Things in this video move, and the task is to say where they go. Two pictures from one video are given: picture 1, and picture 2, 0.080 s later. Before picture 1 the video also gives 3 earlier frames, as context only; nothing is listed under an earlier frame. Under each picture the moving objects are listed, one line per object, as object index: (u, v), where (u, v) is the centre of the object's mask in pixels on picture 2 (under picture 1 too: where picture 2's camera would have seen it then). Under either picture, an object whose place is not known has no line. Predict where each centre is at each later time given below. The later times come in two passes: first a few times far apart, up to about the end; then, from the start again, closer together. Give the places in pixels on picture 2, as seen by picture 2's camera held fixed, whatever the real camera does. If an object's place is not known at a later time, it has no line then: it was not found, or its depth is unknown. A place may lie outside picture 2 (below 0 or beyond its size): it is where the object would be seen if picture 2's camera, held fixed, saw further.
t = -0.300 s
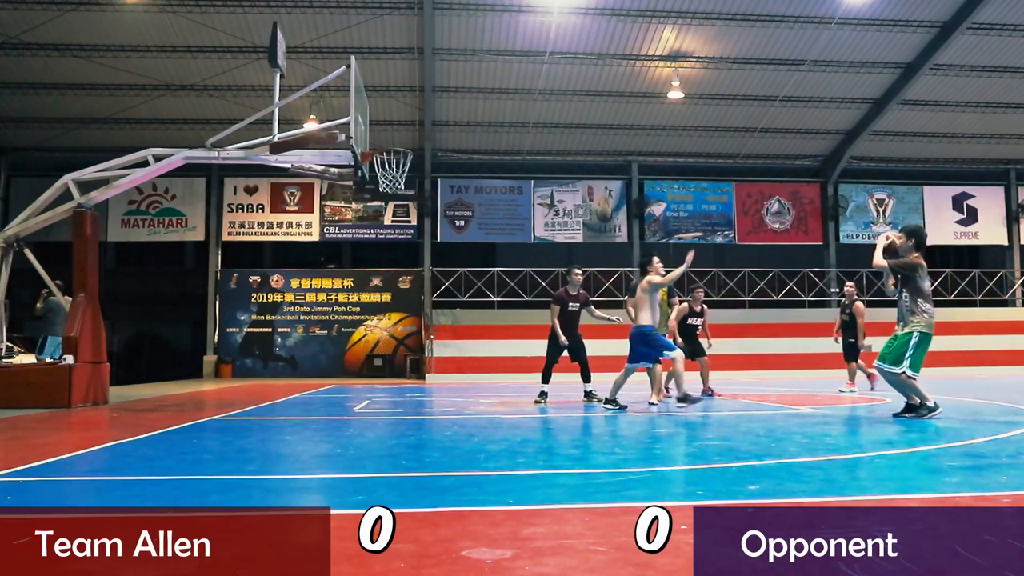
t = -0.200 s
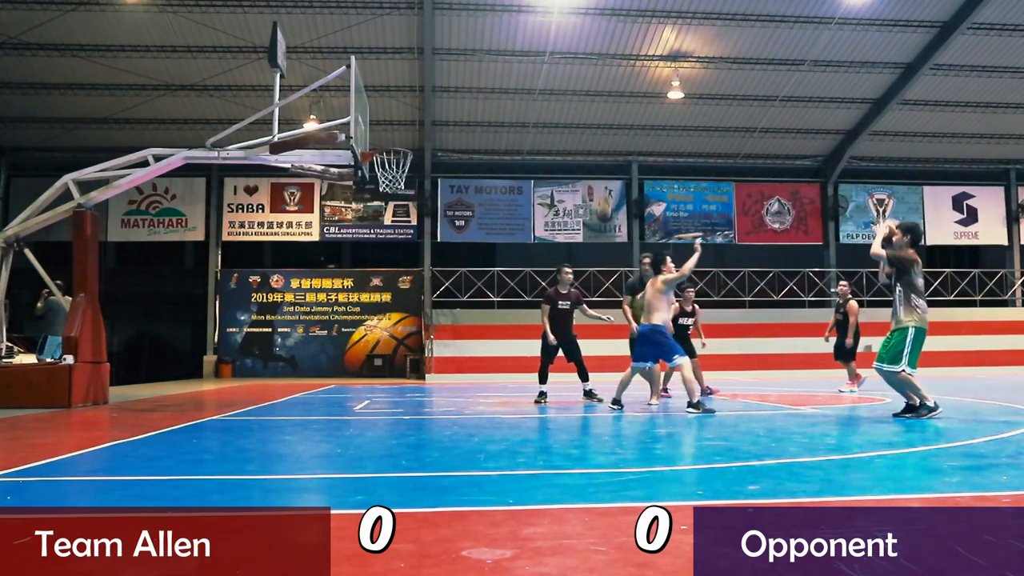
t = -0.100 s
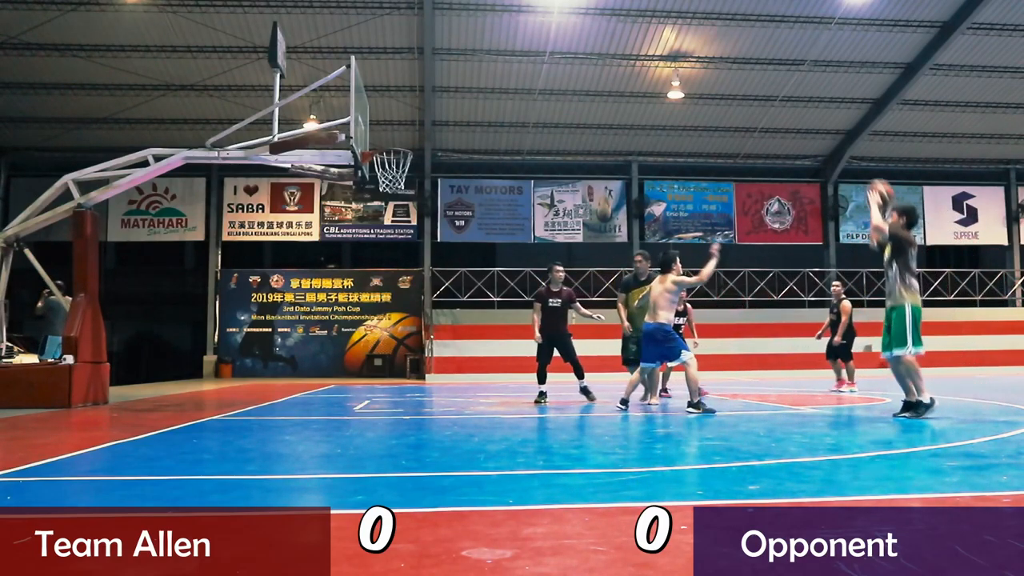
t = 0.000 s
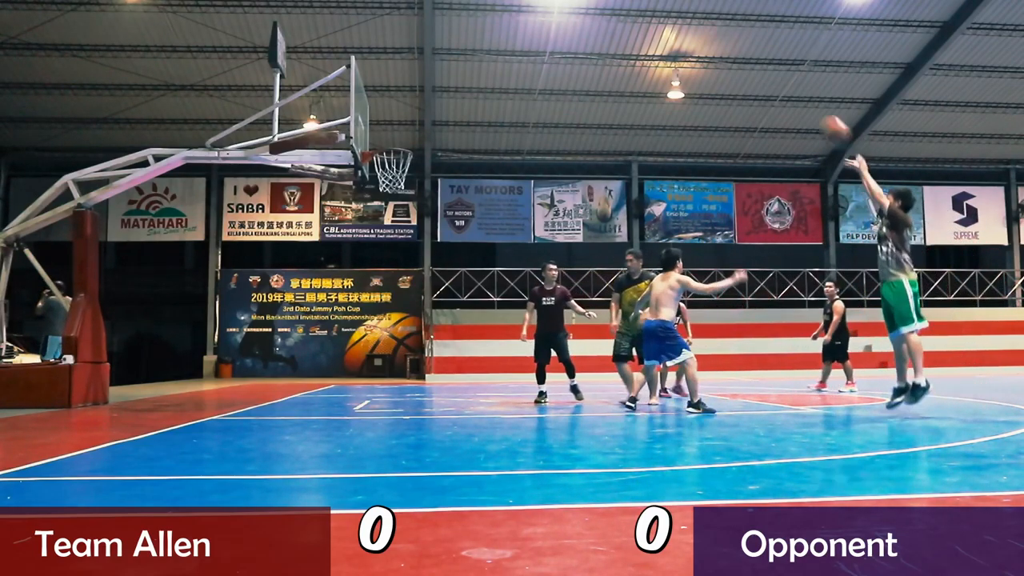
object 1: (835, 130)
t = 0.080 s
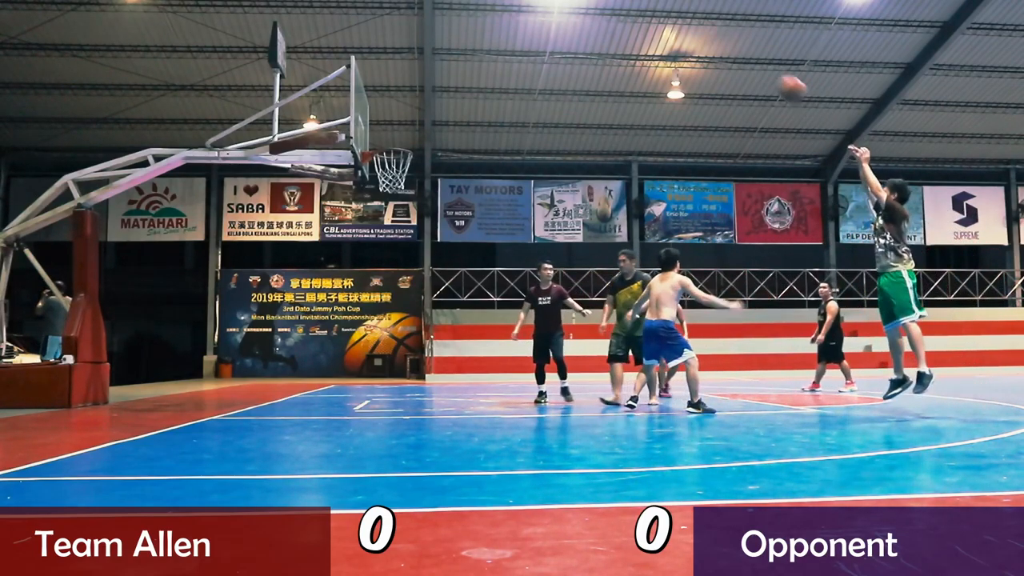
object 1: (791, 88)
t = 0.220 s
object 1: (722, 36)
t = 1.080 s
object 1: (400, 106)
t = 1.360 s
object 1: (384, 106)
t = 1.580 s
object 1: (399, 96)
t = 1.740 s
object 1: (411, 112)
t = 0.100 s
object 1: (781, 79)
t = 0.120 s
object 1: (771, 71)
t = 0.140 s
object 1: (762, 63)
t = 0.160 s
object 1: (753, 56)
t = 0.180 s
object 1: (741, 47)
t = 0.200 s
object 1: (731, 41)
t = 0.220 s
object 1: (722, 36)
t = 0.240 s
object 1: (713, 30)
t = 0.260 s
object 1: (703, 24)
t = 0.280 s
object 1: (694, 19)
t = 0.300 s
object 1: (685, 14)
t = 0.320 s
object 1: (677, 11)
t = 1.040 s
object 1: (413, 90)
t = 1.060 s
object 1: (407, 99)
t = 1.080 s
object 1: (400, 106)
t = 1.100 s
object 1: (394, 114)
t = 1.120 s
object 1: (388, 122)
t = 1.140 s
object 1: (382, 130)
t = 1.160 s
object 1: (376, 139)
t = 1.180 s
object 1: (373, 142)
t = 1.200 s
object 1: (372, 136)
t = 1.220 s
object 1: (373, 131)
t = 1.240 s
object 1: (375, 126)
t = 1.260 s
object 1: (376, 122)
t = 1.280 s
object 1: (378, 118)
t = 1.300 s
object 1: (379, 115)
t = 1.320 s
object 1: (381, 112)
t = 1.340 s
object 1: (382, 109)
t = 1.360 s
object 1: (384, 106)
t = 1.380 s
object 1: (385, 103)
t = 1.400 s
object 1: (386, 101)
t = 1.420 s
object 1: (388, 100)
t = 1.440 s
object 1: (389, 98)
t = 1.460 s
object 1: (391, 97)
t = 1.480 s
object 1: (392, 97)
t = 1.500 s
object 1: (393, 96)
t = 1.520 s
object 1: (395, 96)
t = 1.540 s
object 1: (397, 95)
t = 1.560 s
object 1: (398, 96)
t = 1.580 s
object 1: (399, 96)
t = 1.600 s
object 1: (401, 98)
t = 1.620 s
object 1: (402, 99)
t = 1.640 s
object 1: (404, 100)
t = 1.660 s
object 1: (405, 102)
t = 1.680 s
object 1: (406, 104)
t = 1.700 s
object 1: (408, 107)
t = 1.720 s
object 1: (409, 110)
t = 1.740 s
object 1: (411, 112)
